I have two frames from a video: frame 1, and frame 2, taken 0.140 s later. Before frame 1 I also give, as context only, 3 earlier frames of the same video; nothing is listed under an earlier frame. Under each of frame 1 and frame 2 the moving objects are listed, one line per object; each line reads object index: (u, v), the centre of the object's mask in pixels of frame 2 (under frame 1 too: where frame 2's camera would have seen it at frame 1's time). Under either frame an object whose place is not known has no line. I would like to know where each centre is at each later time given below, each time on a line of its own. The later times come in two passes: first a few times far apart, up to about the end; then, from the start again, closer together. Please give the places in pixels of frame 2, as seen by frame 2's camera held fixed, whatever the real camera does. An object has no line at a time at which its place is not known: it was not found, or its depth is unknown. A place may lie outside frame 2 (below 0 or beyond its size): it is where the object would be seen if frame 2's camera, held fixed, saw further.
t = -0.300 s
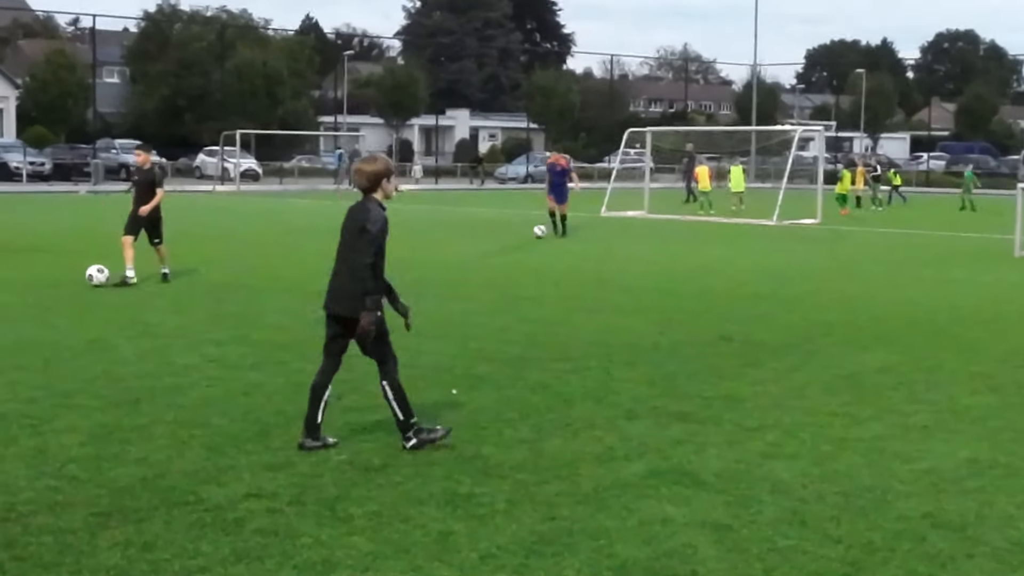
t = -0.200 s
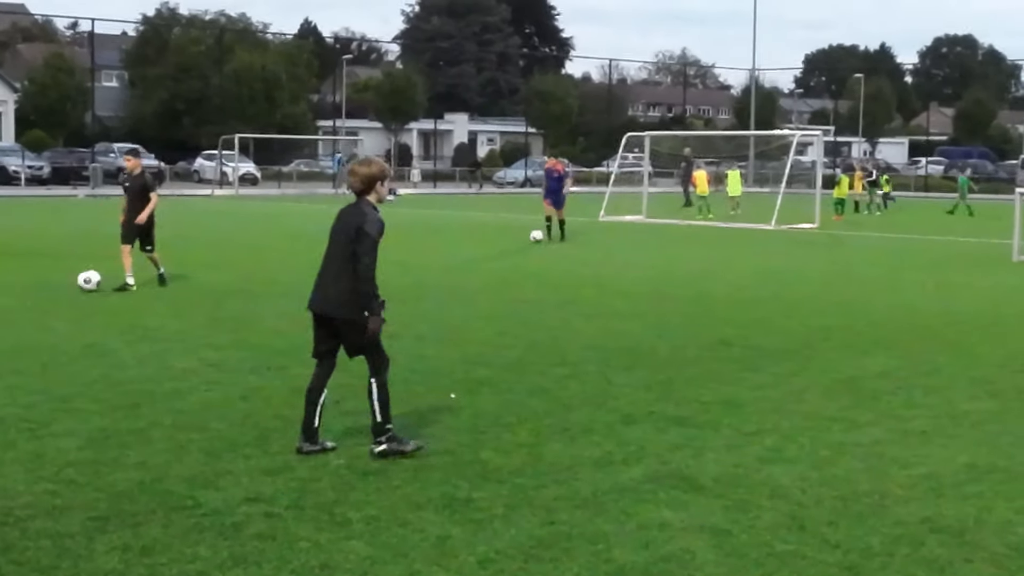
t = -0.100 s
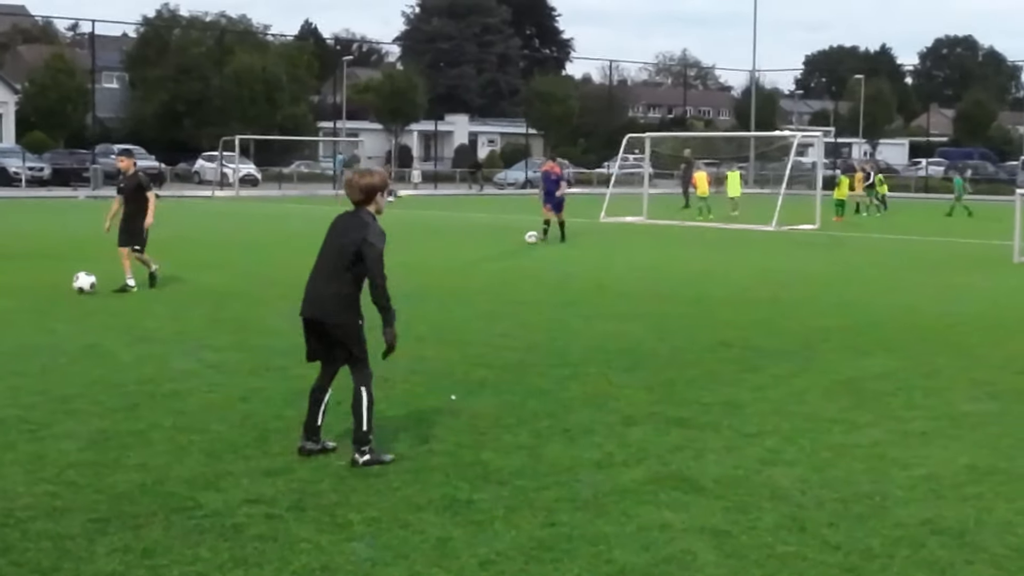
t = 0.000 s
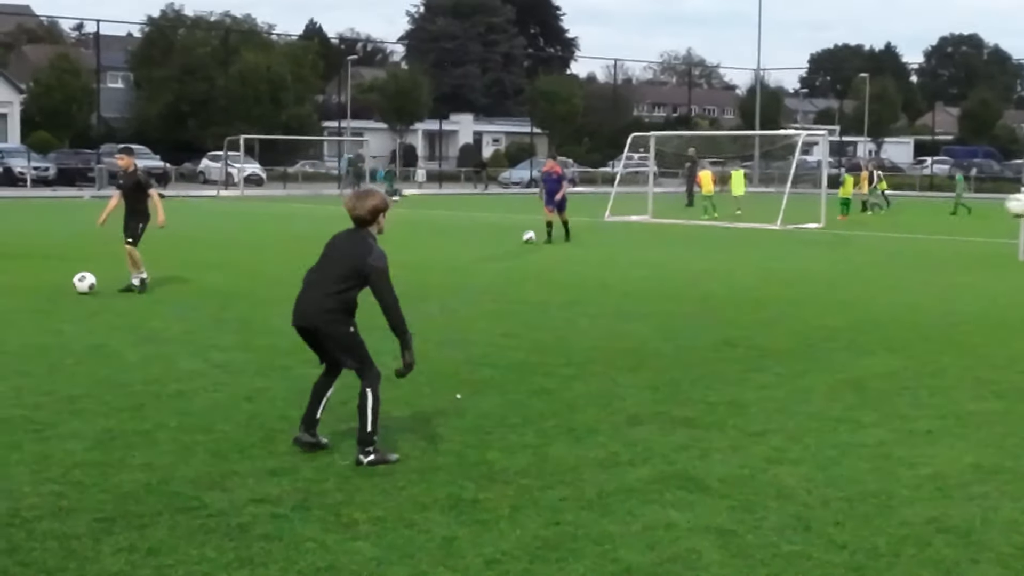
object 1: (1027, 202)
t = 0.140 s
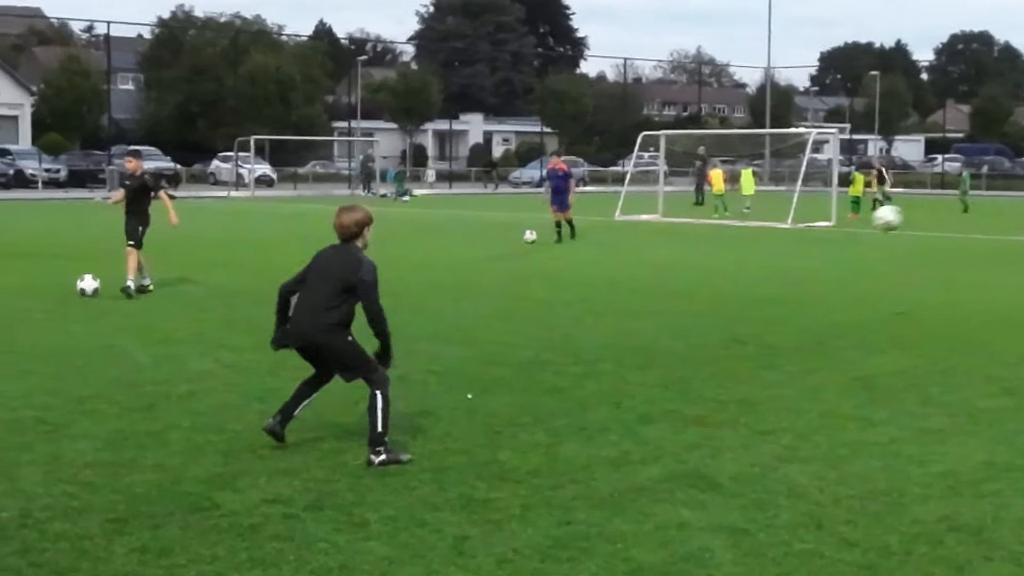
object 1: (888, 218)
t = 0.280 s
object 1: (723, 257)
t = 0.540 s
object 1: (384, 310)
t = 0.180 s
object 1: (844, 227)
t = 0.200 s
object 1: (820, 232)
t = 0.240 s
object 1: (773, 243)
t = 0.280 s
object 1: (723, 257)
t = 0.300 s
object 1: (697, 265)
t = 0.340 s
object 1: (642, 284)
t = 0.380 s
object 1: (585, 305)
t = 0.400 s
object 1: (556, 317)
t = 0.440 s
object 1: (496, 343)
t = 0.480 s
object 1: (450, 331)
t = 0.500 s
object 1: (428, 324)
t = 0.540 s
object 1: (384, 310)
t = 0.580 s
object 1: (337, 299)
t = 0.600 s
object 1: (313, 294)
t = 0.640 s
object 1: (263, 286)
